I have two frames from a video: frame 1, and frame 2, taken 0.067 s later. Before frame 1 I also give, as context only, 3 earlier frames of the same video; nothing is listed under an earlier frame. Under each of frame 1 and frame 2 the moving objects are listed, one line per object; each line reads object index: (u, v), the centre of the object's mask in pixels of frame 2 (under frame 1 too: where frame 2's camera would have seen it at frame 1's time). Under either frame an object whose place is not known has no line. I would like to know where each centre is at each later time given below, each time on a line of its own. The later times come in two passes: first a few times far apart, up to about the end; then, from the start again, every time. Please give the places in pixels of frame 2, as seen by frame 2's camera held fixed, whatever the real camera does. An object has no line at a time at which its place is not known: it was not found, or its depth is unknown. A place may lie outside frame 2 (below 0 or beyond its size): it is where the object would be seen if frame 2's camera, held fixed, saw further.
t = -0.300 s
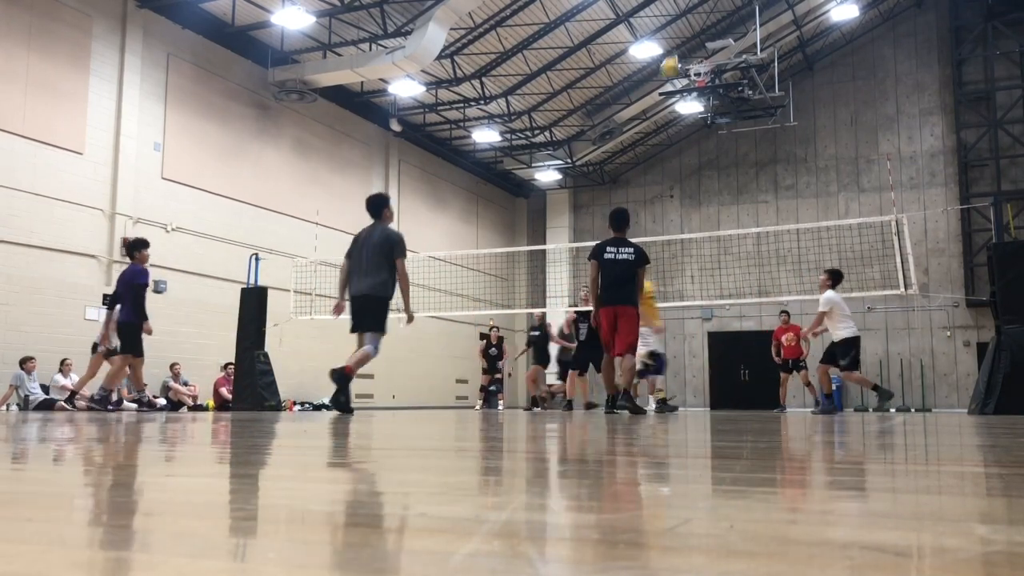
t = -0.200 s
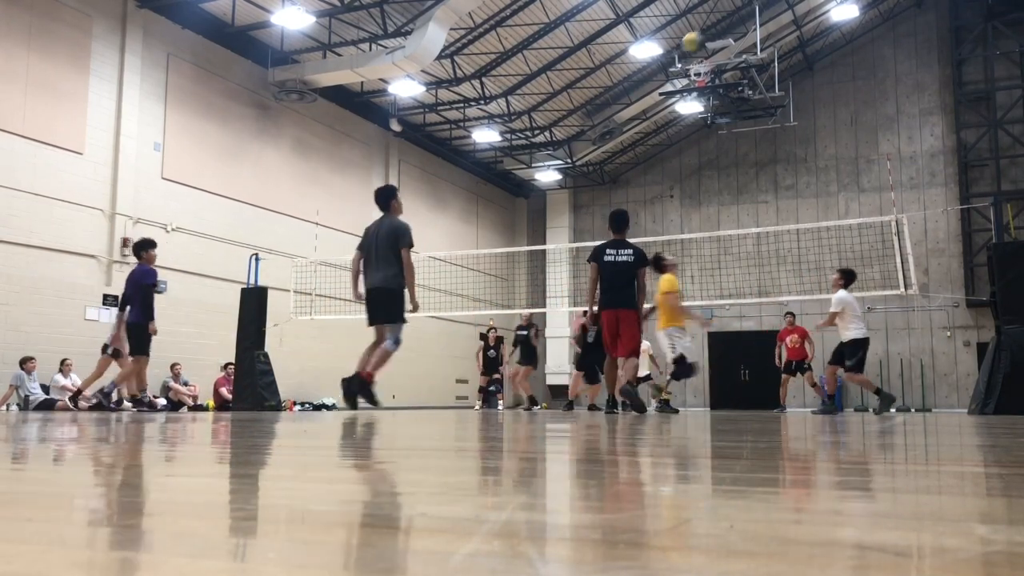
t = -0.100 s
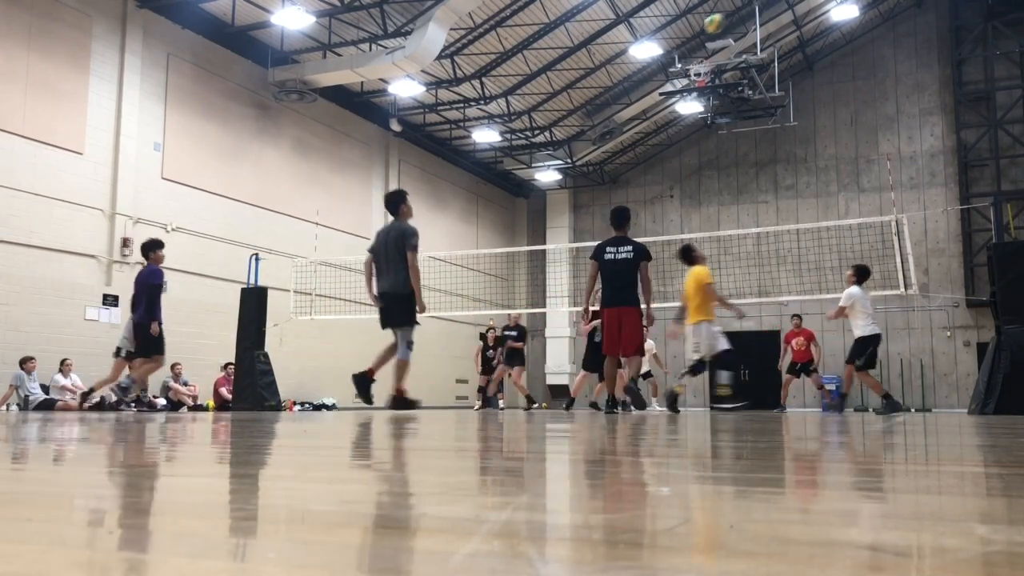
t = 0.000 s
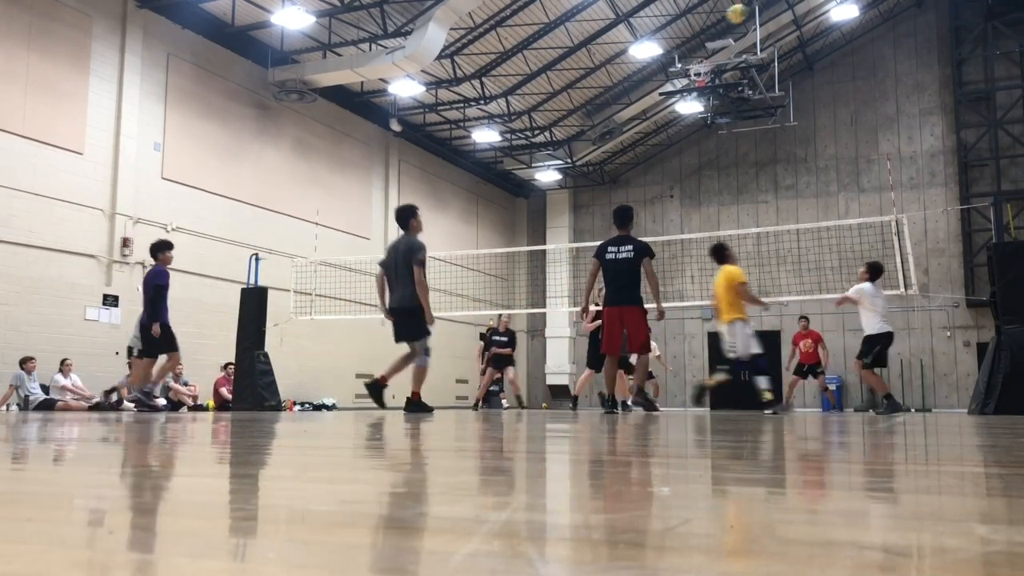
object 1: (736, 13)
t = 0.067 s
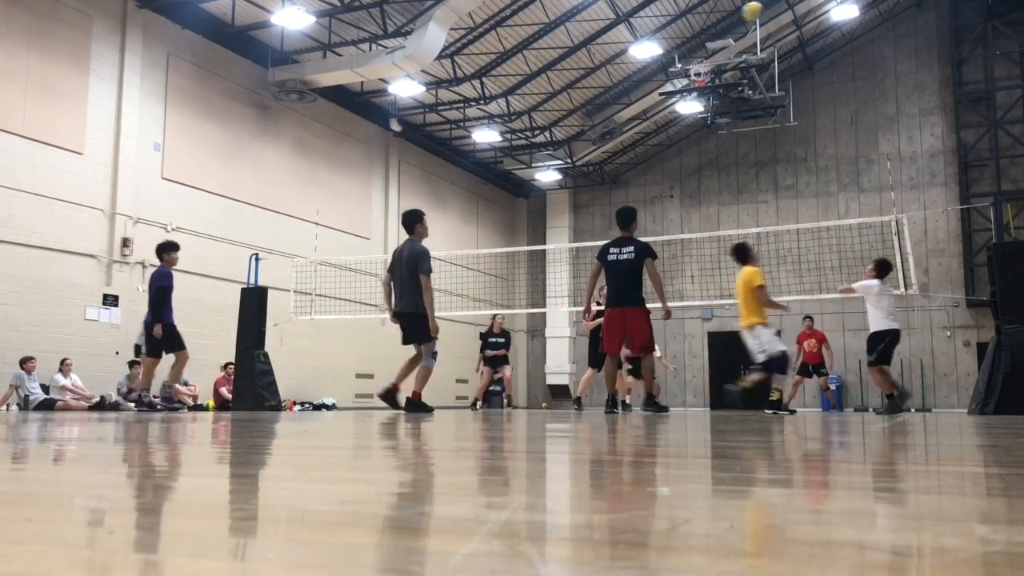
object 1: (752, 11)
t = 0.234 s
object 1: (790, 20)
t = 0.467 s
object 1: (848, 72)
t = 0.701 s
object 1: (910, 172)
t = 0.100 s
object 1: (760, 11)
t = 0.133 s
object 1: (769, 11)
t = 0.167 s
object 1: (774, 14)
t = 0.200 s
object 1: (783, 16)
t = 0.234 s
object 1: (790, 20)
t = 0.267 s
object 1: (797, 24)
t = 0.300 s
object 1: (806, 31)
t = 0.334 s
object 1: (815, 38)
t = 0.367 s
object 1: (823, 45)
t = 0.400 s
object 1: (831, 53)
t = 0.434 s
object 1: (840, 63)
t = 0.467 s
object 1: (848, 72)
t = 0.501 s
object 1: (856, 83)
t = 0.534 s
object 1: (865, 95)
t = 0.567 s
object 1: (873, 108)
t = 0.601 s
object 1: (882, 122)
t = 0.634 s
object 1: (890, 138)
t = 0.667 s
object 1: (900, 154)
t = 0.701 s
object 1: (910, 172)
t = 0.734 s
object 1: (919, 189)
